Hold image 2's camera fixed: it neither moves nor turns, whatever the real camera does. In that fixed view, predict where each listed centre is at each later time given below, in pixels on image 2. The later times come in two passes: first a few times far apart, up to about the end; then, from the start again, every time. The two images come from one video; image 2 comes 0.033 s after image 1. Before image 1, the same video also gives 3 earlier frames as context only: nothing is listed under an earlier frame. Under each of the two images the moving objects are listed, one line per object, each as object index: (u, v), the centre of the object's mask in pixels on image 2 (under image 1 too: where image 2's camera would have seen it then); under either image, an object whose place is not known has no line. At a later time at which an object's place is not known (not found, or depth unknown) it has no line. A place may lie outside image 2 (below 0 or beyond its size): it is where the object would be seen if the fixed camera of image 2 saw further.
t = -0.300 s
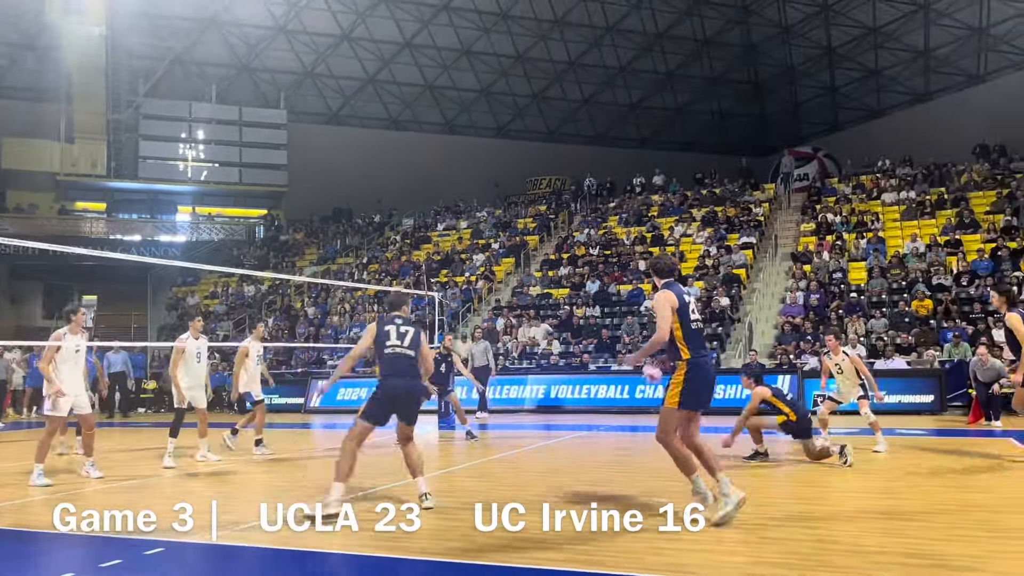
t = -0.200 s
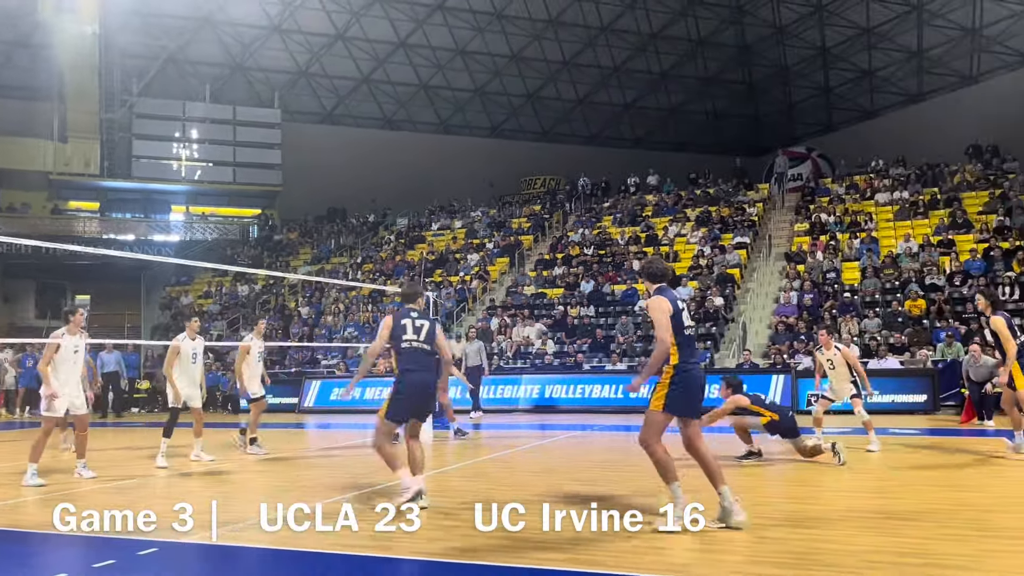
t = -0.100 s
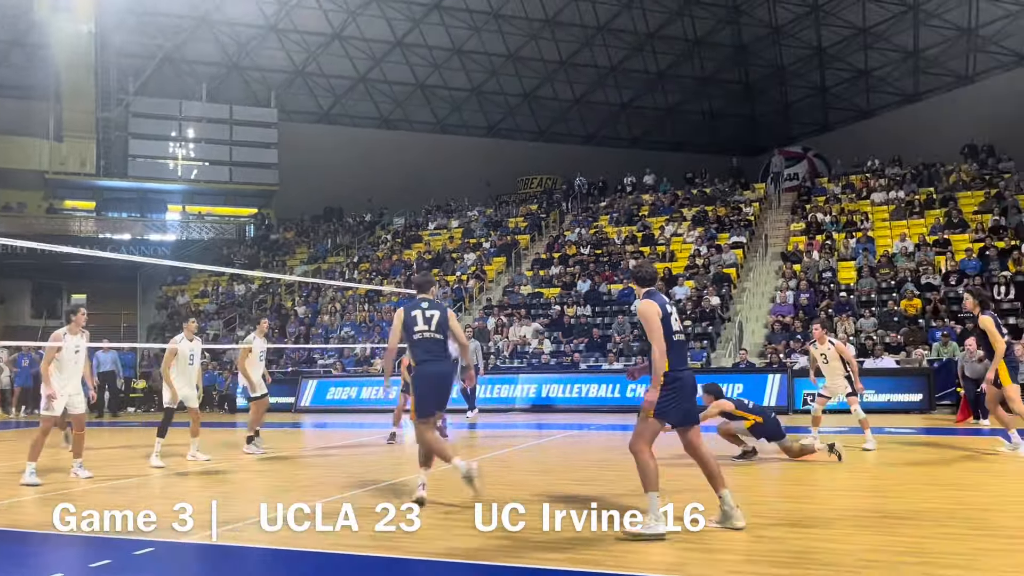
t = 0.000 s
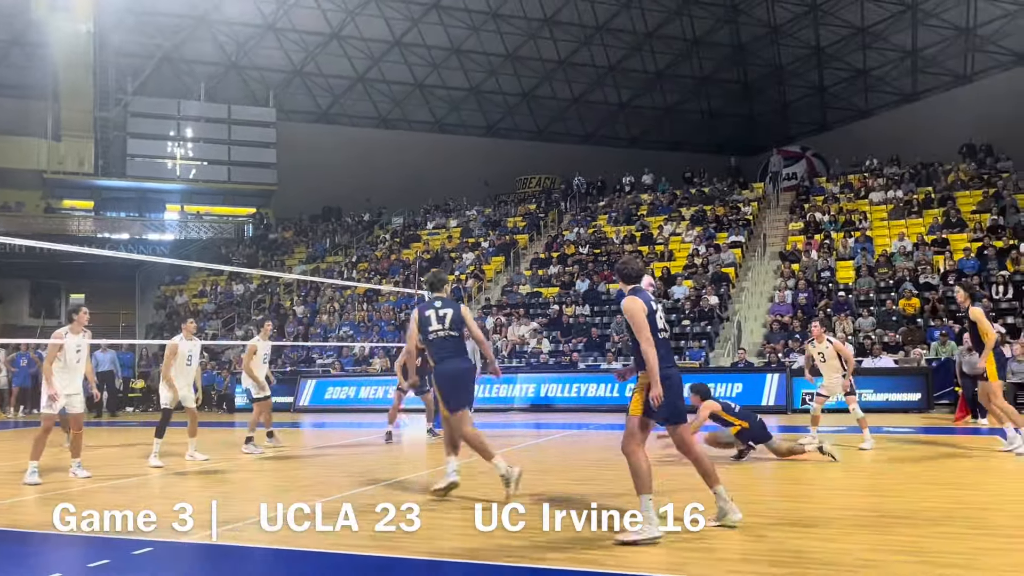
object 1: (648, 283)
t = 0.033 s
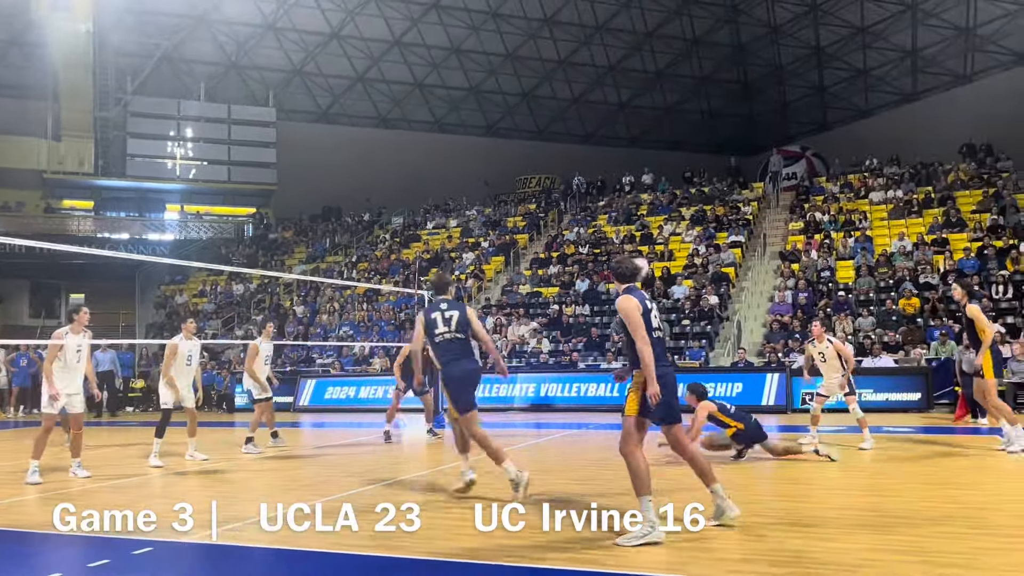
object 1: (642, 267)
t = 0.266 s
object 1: (604, 174)
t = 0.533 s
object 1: (571, 125)
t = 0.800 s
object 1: (543, 134)
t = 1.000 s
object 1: (523, 175)
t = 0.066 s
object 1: (633, 249)
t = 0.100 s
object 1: (628, 235)
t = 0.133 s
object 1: (623, 219)
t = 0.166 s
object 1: (619, 208)
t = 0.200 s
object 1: (613, 196)
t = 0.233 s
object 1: (609, 185)
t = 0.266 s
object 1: (604, 174)
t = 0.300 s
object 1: (600, 164)
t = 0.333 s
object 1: (595, 153)
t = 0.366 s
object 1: (591, 149)
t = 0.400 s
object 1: (587, 141)
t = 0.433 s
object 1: (583, 136)
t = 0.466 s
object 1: (579, 132)
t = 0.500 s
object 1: (575, 129)
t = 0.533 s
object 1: (571, 125)
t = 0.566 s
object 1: (567, 123)
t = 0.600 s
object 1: (564, 122)
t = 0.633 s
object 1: (560, 123)
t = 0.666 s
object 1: (556, 123)
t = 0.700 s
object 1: (553, 125)
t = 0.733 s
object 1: (549, 127)
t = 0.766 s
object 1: (546, 129)
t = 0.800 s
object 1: (543, 134)
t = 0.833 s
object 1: (539, 139)
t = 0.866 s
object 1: (536, 145)
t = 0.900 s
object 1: (533, 151)
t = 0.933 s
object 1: (530, 157)
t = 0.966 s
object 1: (527, 165)
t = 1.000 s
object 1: (523, 175)
